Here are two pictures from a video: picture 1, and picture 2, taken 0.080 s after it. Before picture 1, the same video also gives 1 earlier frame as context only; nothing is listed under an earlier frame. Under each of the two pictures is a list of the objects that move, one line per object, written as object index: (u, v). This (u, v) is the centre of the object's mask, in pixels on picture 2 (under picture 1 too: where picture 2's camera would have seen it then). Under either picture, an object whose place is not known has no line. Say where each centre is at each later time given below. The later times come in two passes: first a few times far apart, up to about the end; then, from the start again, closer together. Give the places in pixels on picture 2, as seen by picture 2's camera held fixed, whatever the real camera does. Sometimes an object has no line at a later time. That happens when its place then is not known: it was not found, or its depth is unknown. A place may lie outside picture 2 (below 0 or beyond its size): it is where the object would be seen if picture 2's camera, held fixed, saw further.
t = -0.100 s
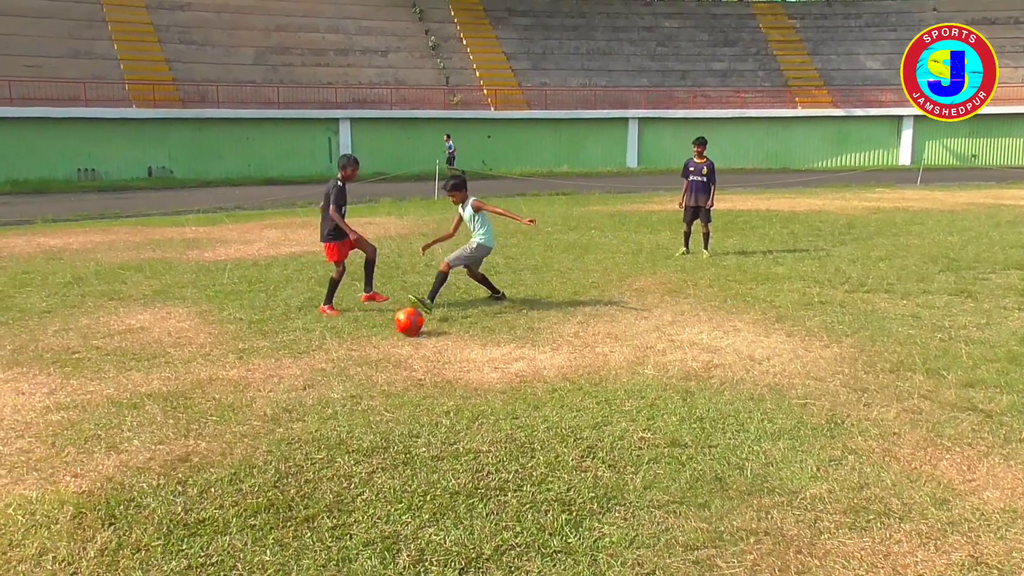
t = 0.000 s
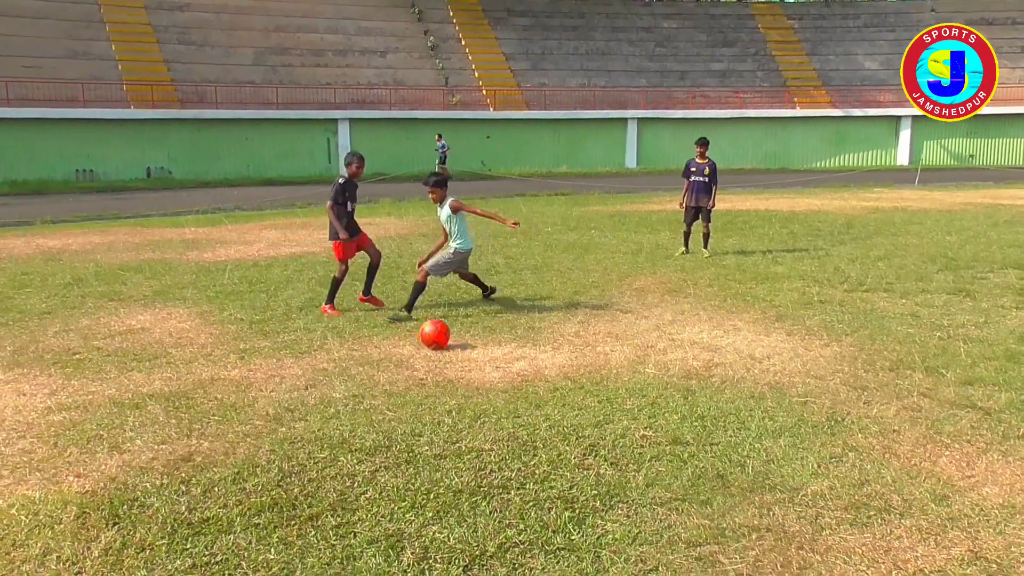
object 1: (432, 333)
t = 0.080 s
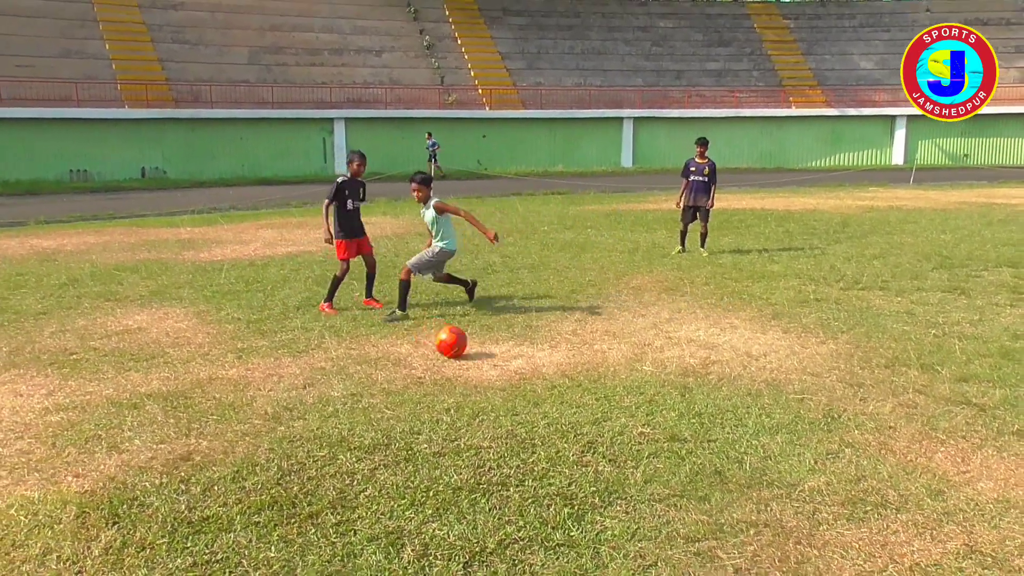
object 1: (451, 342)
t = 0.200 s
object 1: (483, 357)
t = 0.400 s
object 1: (539, 384)
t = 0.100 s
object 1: (457, 346)
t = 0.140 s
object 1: (467, 351)
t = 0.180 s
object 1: (478, 354)
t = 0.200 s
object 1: (483, 357)
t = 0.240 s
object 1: (493, 364)
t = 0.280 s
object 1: (503, 366)
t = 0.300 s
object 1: (509, 369)
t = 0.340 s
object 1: (520, 374)
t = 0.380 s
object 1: (532, 382)
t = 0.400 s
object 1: (539, 384)
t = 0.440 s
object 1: (551, 387)
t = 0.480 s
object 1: (565, 393)
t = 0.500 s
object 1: (572, 397)
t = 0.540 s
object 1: (588, 406)
